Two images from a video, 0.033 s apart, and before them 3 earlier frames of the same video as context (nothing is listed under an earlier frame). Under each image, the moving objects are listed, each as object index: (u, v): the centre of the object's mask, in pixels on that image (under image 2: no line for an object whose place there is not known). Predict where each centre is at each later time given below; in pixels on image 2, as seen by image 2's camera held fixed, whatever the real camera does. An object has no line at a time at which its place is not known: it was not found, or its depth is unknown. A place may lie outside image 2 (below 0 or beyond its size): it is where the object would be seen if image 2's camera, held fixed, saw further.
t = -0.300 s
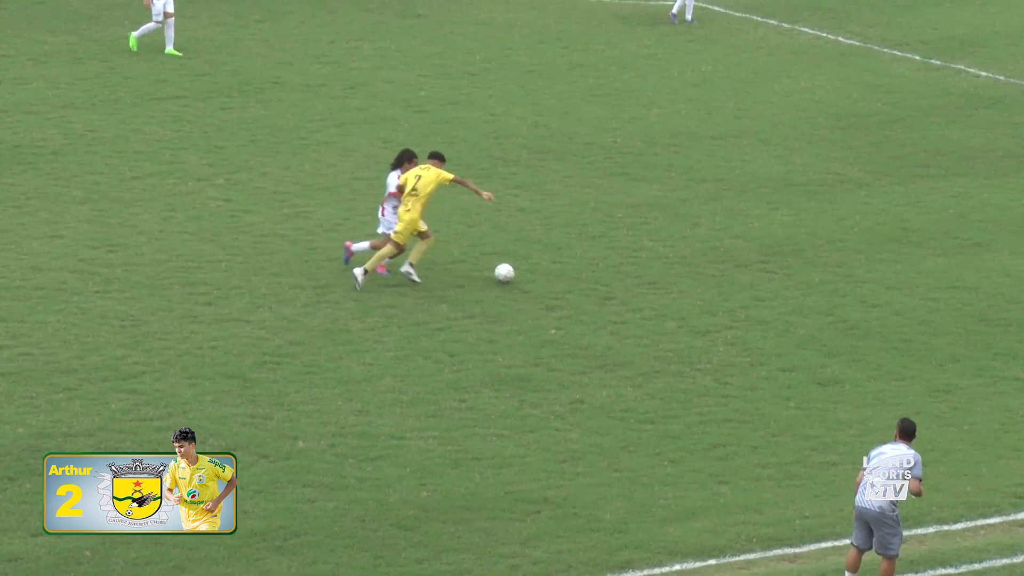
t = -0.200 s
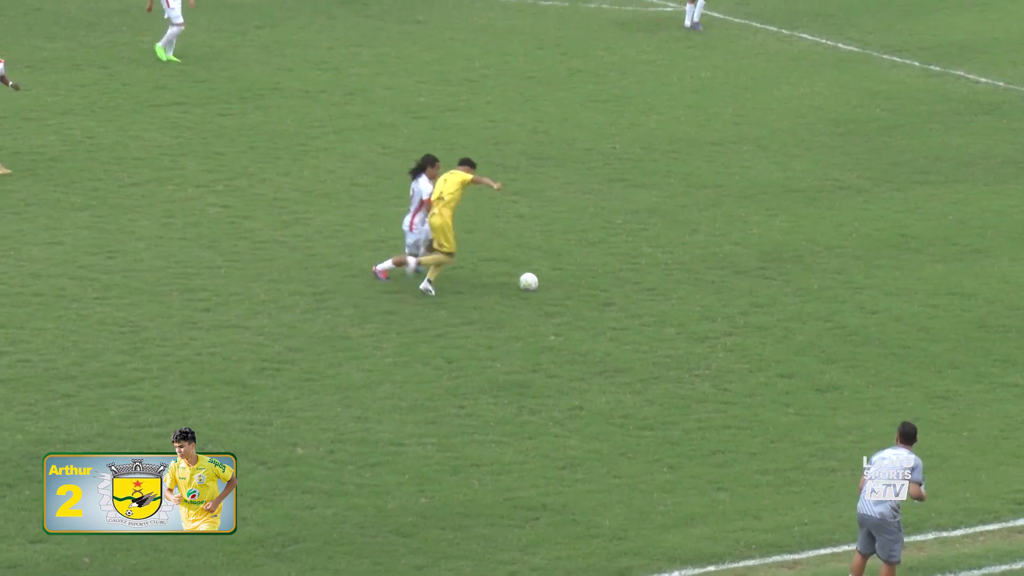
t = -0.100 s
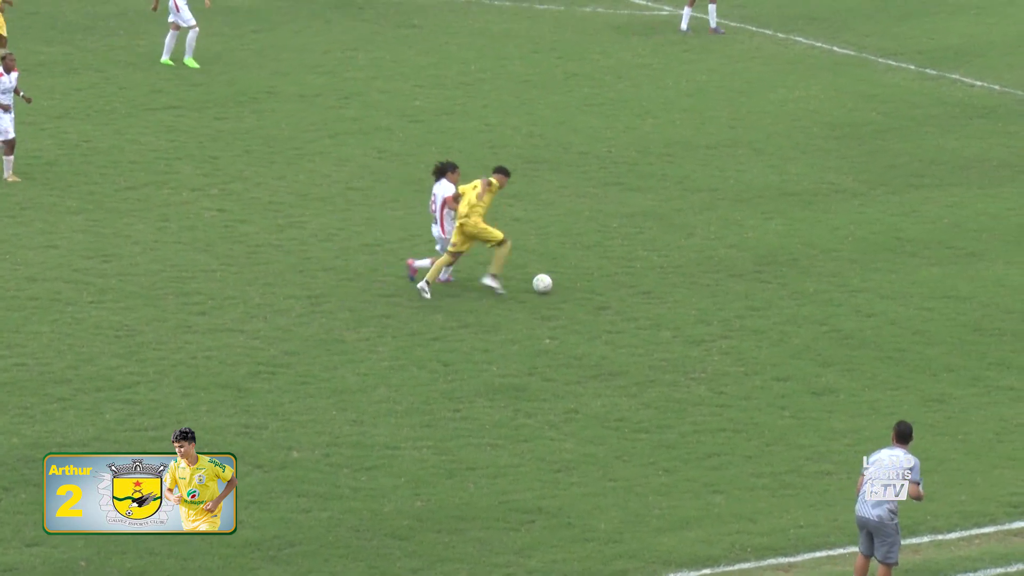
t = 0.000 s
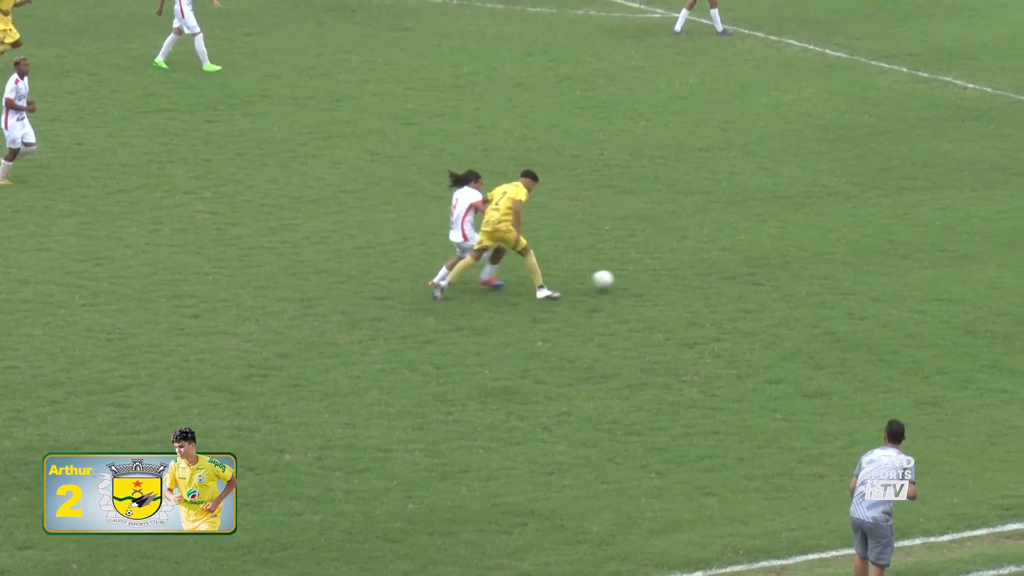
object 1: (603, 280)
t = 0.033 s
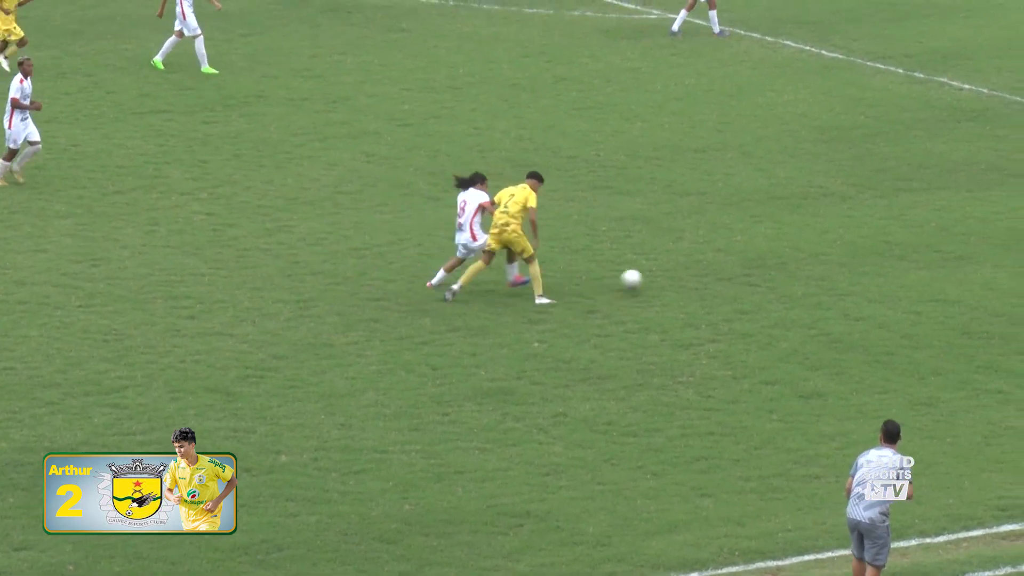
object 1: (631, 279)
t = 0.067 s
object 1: (664, 278)
